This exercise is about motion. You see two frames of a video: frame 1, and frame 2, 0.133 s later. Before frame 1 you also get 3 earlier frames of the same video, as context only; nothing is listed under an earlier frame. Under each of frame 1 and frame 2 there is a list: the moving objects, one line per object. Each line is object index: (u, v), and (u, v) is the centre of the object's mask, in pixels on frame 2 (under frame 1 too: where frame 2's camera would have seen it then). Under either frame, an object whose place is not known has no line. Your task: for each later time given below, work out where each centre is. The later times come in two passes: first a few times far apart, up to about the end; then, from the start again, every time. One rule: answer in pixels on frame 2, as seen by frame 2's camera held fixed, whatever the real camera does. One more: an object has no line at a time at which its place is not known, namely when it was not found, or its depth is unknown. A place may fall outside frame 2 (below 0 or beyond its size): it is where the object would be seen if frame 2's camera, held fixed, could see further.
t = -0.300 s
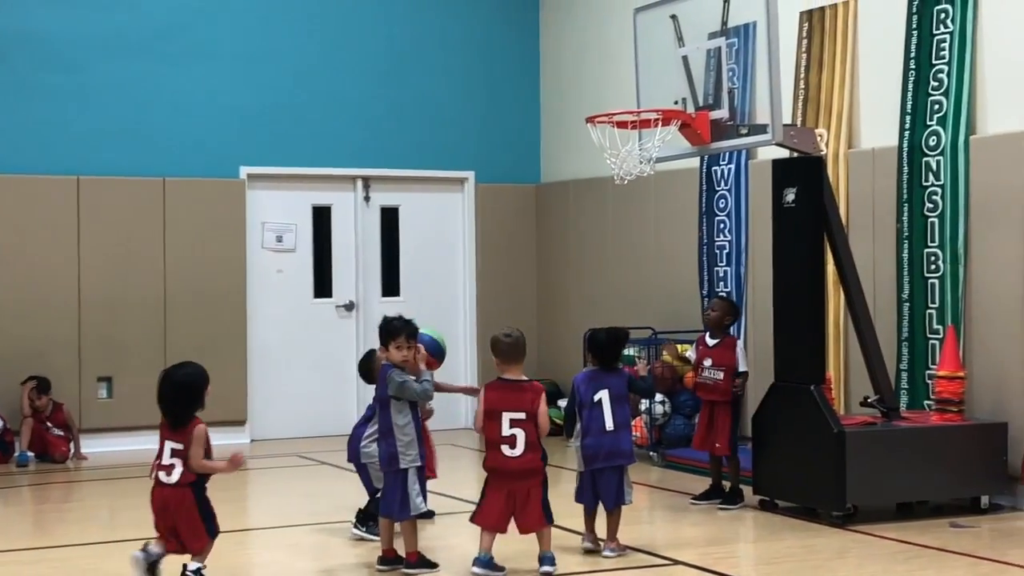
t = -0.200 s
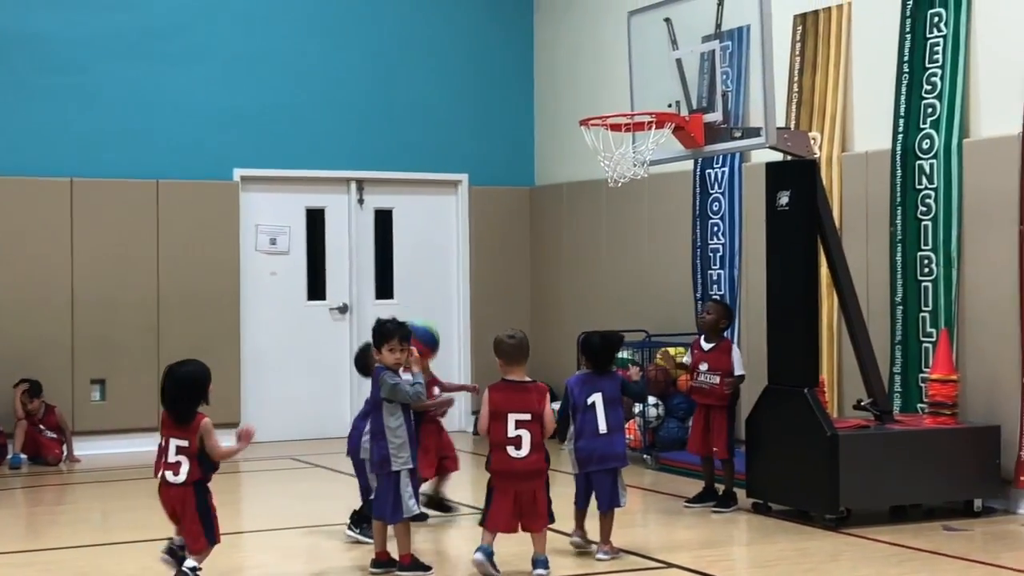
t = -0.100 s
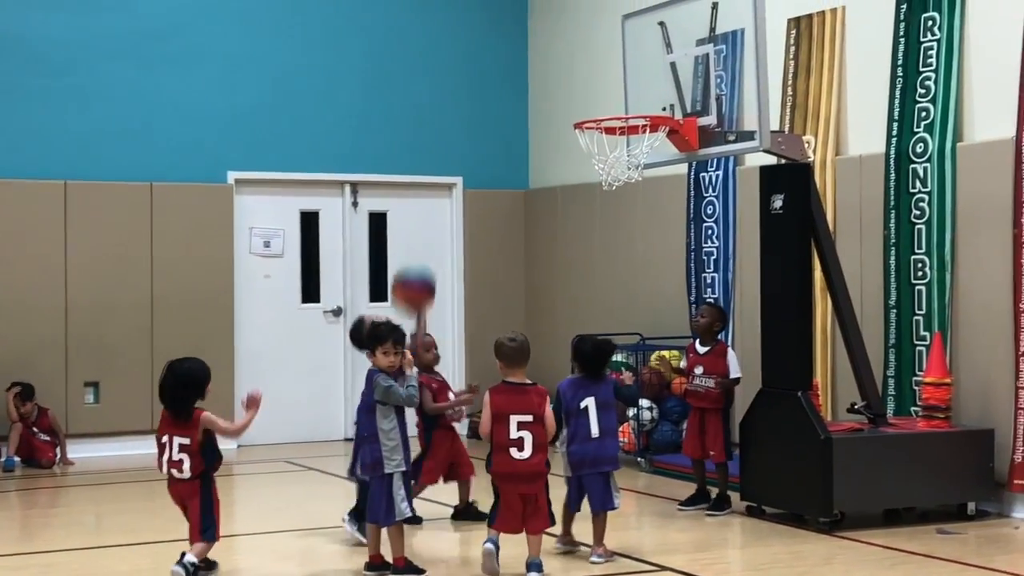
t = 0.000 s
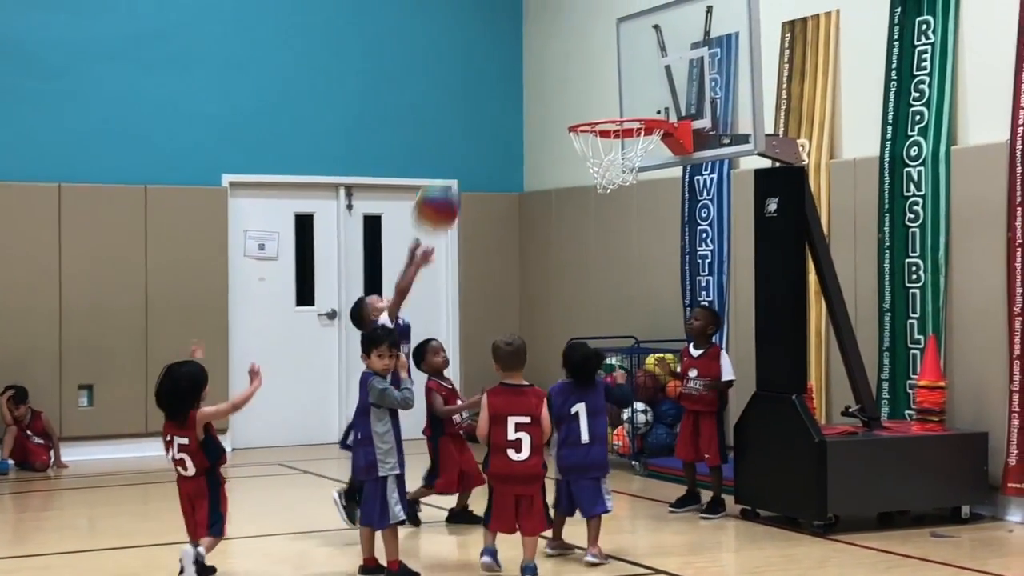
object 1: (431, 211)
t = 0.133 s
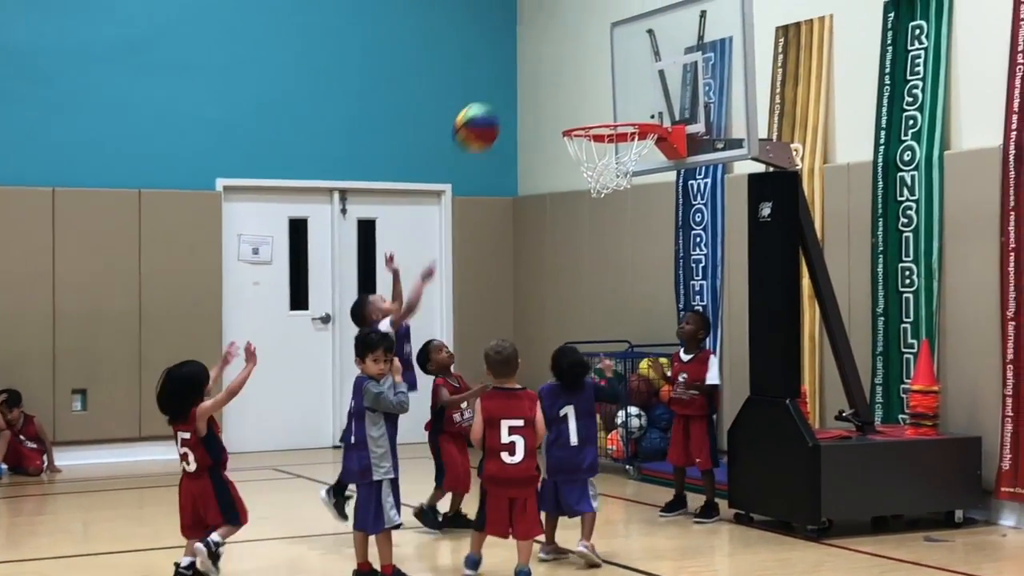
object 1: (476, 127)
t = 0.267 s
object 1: (521, 80)
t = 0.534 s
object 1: (606, 90)
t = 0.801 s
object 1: (609, 174)
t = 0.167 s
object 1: (487, 112)
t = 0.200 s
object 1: (499, 99)
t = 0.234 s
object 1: (510, 88)
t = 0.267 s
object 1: (521, 80)
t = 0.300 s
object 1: (532, 74)
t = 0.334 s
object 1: (543, 70)
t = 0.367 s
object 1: (554, 68)
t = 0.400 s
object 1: (565, 69)
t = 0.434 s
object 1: (575, 71)
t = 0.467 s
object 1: (585, 75)
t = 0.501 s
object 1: (596, 82)
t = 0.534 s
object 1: (606, 90)
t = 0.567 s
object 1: (617, 101)
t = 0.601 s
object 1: (627, 108)
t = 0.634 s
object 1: (625, 114)
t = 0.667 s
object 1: (616, 131)
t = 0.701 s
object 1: (611, 151)
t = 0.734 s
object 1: (612, 156)
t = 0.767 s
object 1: (611, 163)
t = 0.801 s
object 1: (609, 174)
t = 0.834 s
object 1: (606, 193)
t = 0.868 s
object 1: (602, 211)
